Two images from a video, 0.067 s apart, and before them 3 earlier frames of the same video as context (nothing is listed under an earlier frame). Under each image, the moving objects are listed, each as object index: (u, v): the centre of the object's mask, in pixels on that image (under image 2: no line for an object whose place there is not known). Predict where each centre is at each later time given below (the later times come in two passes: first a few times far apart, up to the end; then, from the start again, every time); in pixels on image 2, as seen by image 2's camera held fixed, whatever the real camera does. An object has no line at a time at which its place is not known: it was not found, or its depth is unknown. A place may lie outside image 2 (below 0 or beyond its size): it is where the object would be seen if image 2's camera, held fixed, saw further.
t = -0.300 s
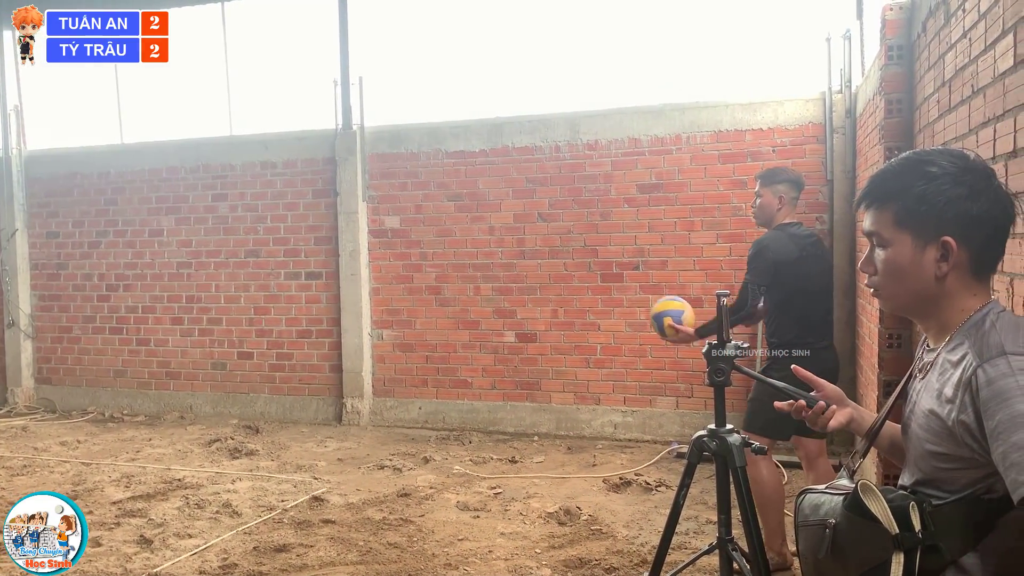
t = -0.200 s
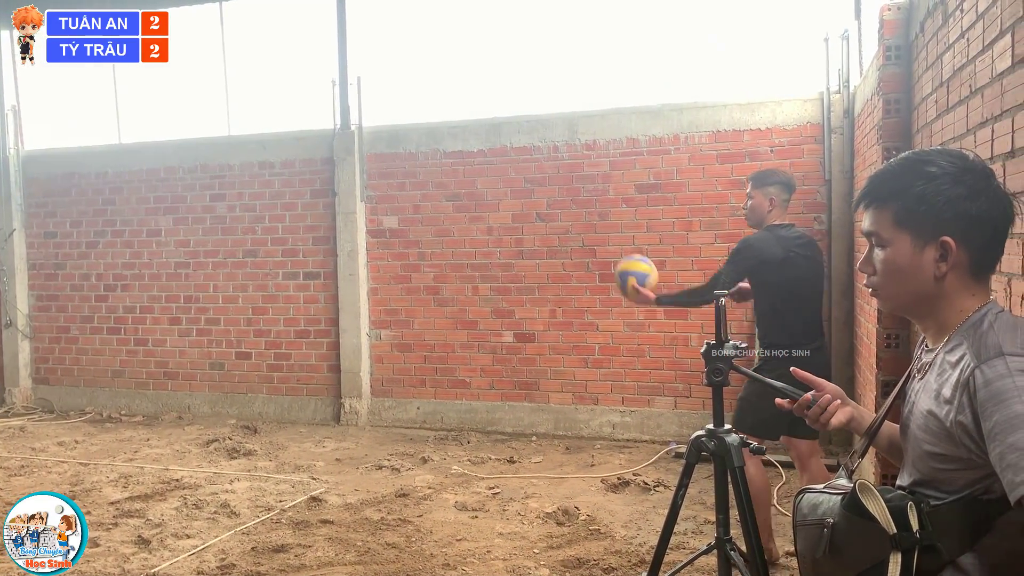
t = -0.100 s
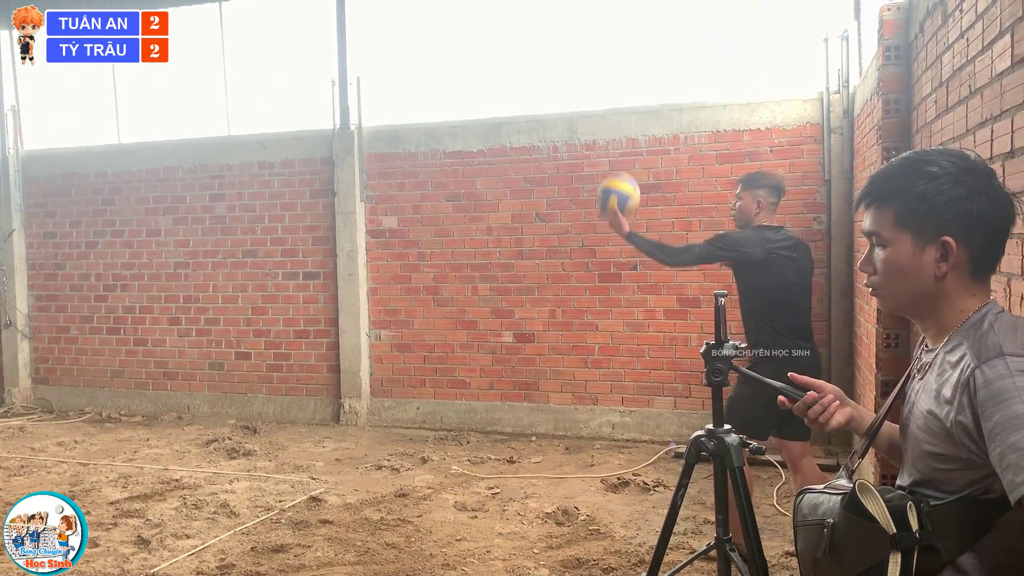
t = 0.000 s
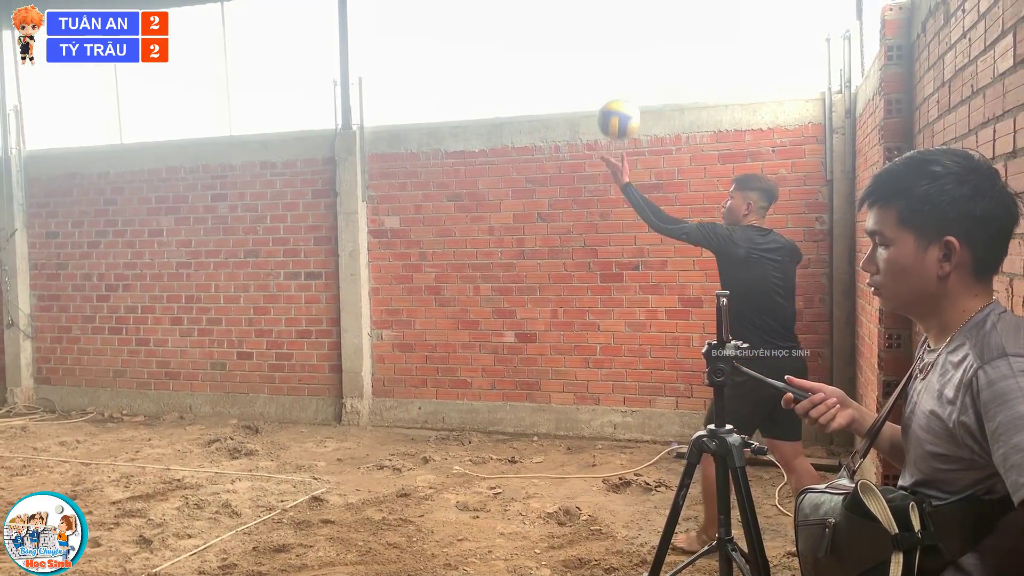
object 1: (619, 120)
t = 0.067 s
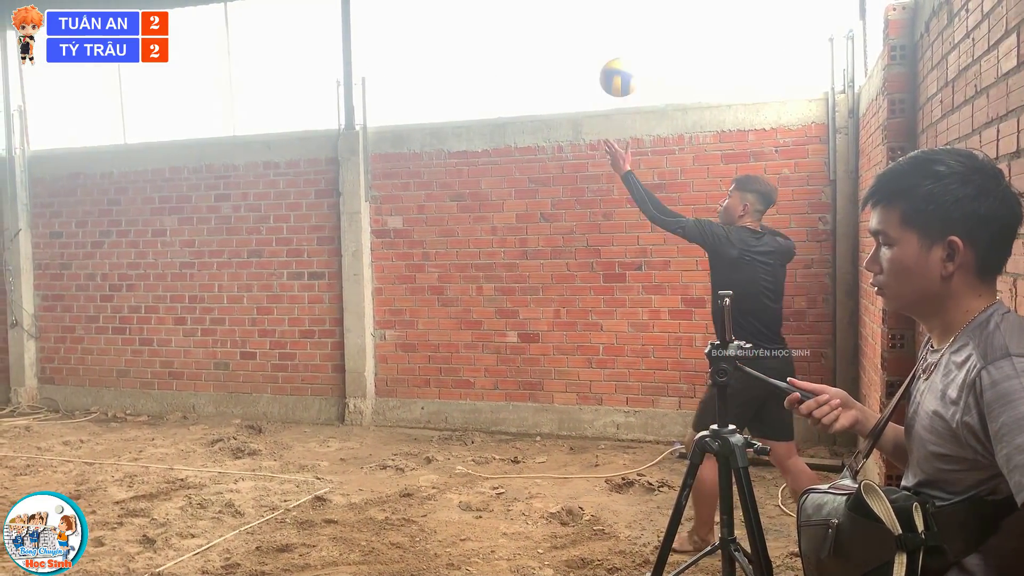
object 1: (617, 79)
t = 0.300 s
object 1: (617, 12)
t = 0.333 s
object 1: (618, 12)
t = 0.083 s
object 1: (617, 70)
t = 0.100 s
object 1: (617, 61)
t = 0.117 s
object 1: (617, 53)
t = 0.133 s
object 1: (617, 46)
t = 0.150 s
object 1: (617, 39)
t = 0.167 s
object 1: (616, 33)
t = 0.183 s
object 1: (616, 27)
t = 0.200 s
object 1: (617, 22)
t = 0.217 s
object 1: (617, 19)
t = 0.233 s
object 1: (616, 17)
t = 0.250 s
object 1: (616, 15)
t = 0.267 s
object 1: (617, 14)
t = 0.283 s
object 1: (617, 13)
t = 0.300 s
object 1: (617, 12)
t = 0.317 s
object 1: (617, 12)
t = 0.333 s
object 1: (618, 12)
